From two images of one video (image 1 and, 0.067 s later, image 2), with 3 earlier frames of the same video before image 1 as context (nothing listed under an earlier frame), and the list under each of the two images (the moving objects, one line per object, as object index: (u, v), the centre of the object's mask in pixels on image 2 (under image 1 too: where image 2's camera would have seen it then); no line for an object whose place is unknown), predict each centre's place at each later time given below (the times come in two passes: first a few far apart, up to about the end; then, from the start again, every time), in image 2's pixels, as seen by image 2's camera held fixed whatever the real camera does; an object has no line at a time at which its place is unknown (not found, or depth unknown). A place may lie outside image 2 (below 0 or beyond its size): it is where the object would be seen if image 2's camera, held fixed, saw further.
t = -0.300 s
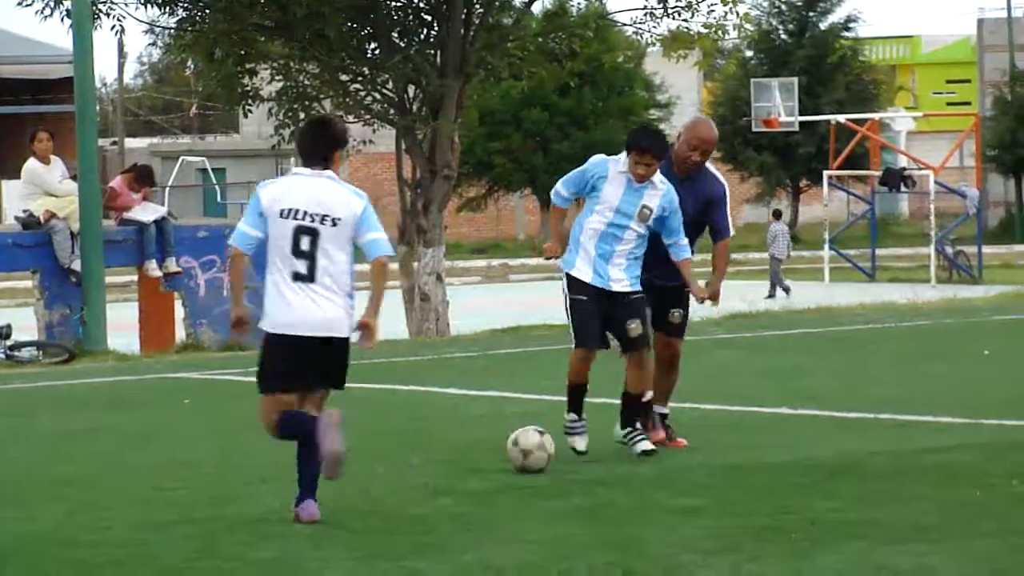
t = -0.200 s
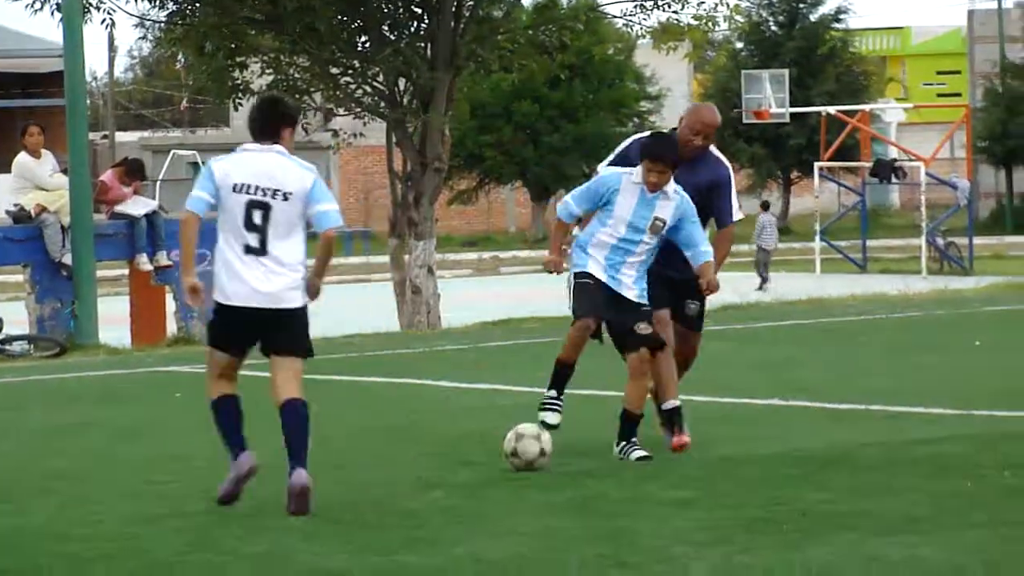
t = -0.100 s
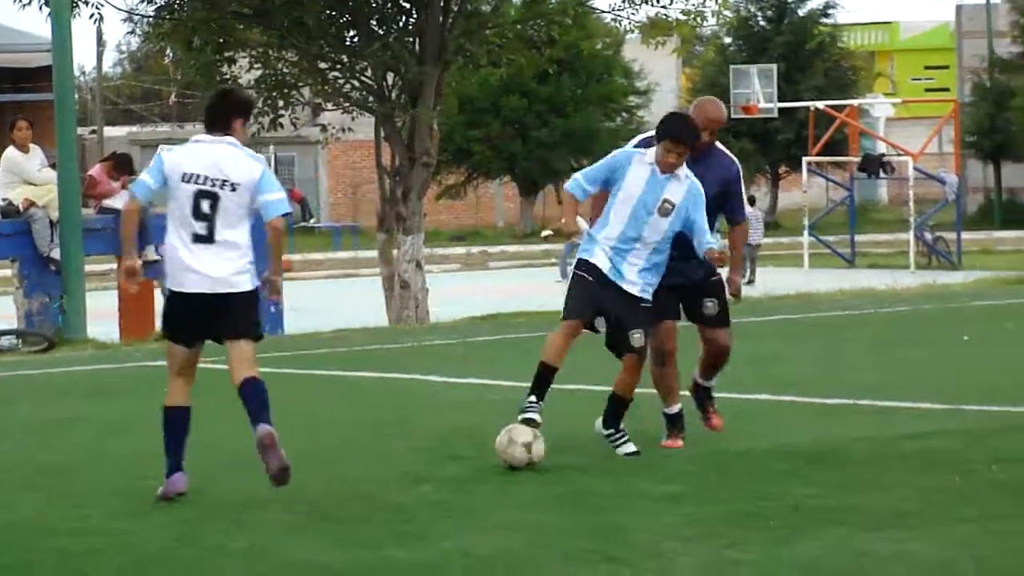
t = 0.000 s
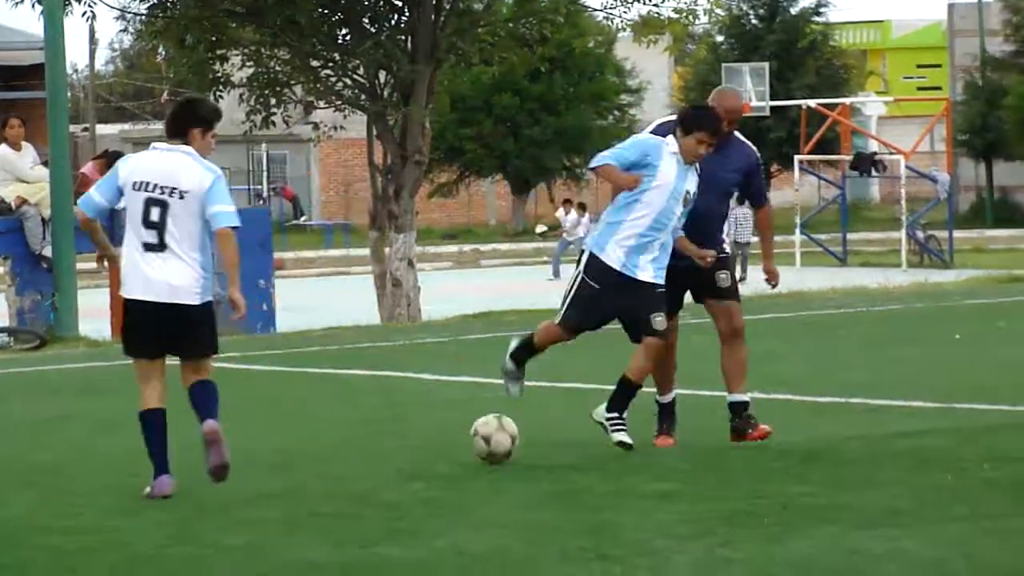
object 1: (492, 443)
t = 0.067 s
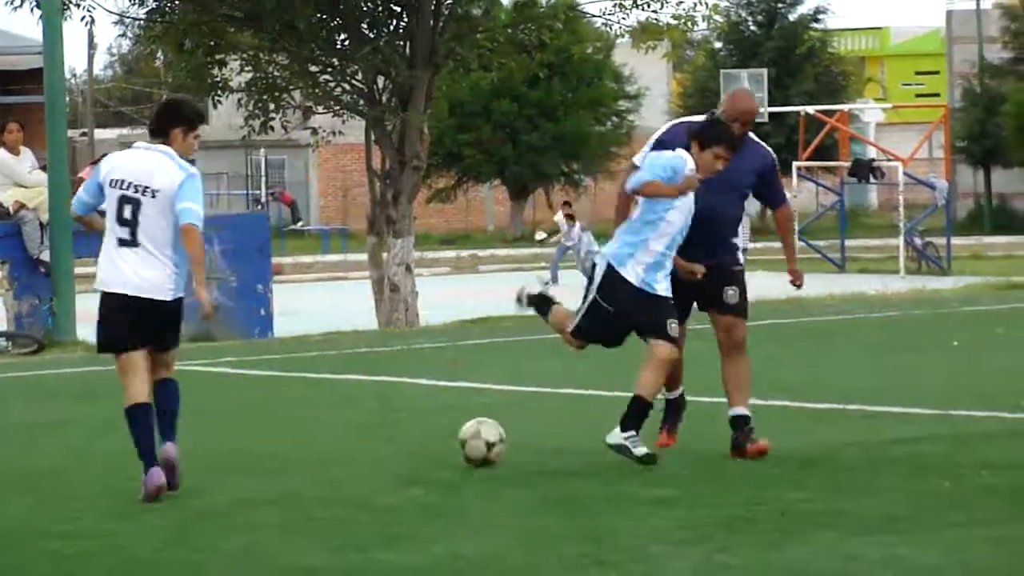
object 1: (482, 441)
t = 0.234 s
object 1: (456, 437)
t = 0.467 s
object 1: (419, 428)
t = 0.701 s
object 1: (382, 420)
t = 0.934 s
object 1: (346, 414)
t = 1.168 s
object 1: (310, 408)
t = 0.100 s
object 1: (476, 443)
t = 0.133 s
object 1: (472, 439)
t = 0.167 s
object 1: (466, 438)
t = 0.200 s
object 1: (461, 437)
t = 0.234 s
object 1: (456, 437)
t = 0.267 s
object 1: (451, 434)
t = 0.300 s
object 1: (445, 432)
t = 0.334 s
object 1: (441, 433)
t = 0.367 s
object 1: (435, 432)
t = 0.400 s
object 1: (429, 431)
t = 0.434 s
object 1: (424, 429)
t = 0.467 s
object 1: (419, 428)
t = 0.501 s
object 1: (414, 428)
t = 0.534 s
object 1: (409, 426)
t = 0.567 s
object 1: (403, 425)
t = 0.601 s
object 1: (398, 424)
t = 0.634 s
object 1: (392, 423)
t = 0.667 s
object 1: (387, 422)
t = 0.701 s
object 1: (382, 420)
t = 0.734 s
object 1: (377, 420)
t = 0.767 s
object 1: (372, 419)
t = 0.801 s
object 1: (367, 417)
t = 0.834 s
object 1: (361, 417)
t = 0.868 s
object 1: (356, 416)
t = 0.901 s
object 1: (352, 416)
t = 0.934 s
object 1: (346, 414)
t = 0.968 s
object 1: (340, 414)
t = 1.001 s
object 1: (335, 413)
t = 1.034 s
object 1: (330, 412)
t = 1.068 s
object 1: (326, 411)
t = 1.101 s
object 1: (320, 410)
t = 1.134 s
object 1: (315, 409)
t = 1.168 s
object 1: (310, 408)
